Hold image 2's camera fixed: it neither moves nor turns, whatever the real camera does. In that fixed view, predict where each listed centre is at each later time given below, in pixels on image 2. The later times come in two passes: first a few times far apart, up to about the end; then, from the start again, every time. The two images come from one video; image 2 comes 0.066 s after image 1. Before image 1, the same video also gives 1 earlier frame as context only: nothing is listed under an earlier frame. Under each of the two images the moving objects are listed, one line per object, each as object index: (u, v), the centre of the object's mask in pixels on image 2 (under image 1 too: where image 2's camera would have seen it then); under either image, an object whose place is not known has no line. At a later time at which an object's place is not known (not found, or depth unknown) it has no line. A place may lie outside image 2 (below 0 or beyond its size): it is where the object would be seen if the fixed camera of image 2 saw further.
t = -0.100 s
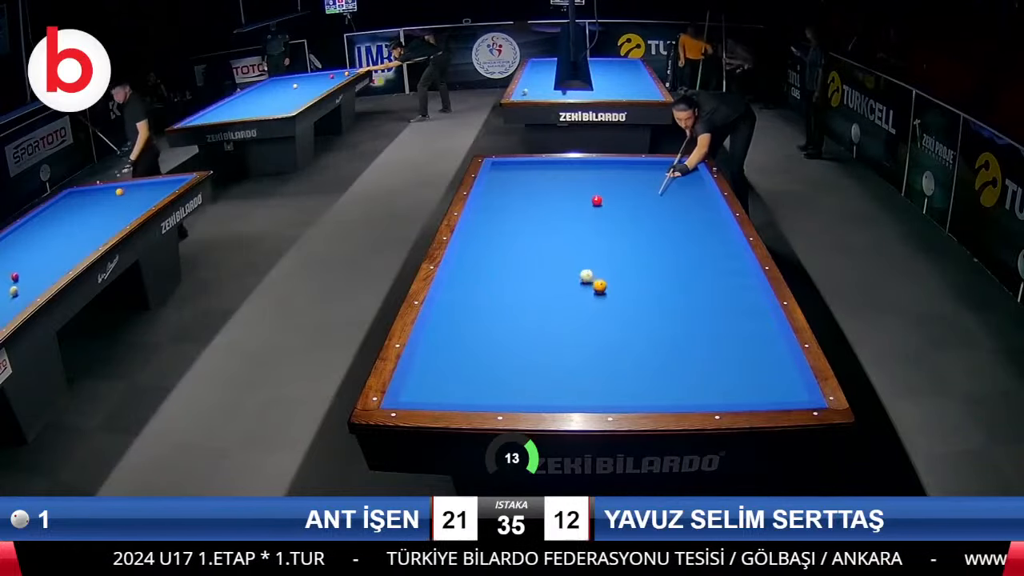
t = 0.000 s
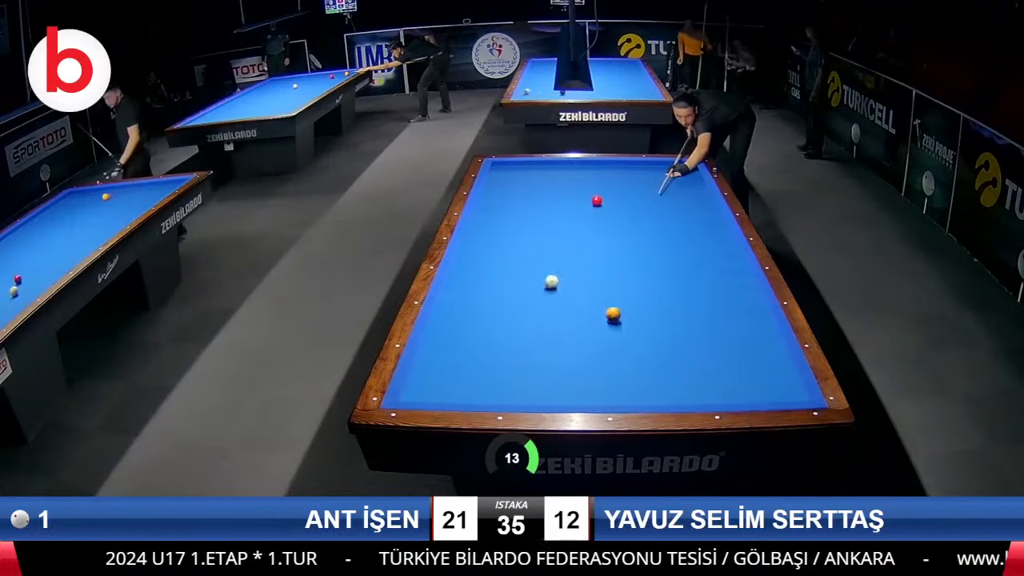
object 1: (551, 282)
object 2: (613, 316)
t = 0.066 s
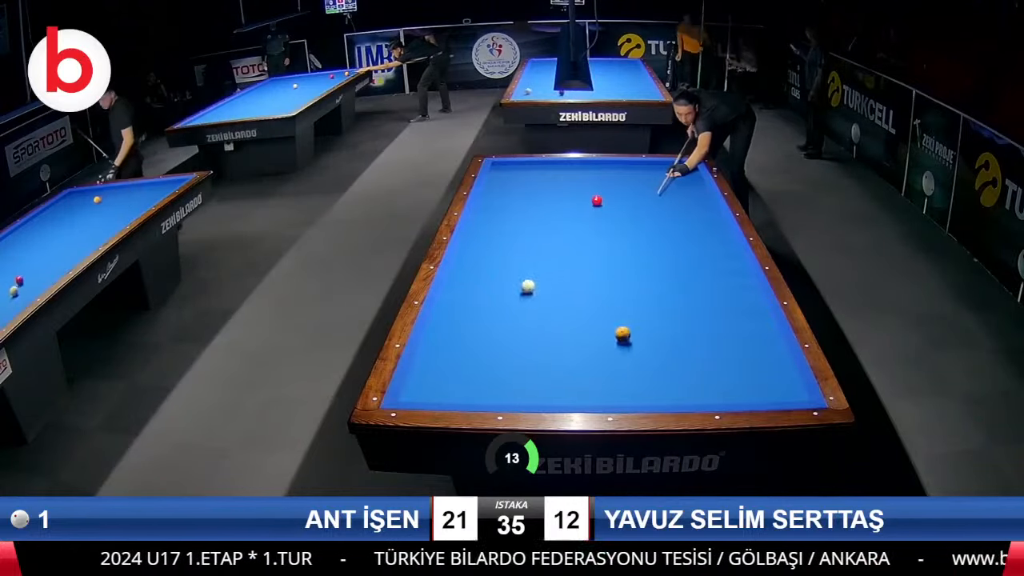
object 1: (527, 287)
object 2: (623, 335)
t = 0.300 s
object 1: (441, 310)
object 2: (655, 396)
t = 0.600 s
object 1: (497, 367)
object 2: (657, 337)
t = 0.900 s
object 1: (568, 379)
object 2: (659, 298)
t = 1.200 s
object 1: (641, 344)
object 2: (661, 267)
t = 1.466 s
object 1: (695, 318)
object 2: (662, 244)
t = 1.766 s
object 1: (746, 294)
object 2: (663, 221)
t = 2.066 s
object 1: (717, 272)
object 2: (664, 203)
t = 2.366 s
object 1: (681, 253)
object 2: (664, 186)
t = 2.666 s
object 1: (649, 236)
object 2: (665, 172)
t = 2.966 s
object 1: (620, 220)
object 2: (666, 164)
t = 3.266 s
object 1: (593, 207)
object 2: (671, 172)
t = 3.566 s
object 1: (569, 195)
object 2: (676, 179)
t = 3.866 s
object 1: (548, 185)
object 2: (681, 187)
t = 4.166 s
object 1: (529, 176)
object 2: (687, 195)
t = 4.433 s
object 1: (514, 168)
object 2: (692, 202)
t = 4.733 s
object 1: (496, 165)
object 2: (697, 211)
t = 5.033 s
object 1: (504, 169)
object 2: (703, 220)
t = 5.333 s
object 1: (513, 174)
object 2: (709, 229)
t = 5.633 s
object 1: (524, 179)
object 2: (715, 238)
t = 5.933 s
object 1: (534, 184)
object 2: (721, 248)
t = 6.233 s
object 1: (544, 189)
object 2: (727, 258)
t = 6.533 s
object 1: (555, 194)
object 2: (733, 268)
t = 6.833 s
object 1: (565, 199)
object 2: (739, 279)
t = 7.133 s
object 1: (576, 204)
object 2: (745, 289)
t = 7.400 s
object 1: (585, 209)
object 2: (750, 299)
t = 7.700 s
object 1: (596, 214)
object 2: (756, 310)
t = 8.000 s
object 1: (607, 220)
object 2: (763, 322)
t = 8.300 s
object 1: (617, 225)
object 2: (768, 334)
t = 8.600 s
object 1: (628, 230)
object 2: (775, 345)
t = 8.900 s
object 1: (638, 235)
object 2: (780, 357)
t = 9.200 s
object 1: (648, 241)
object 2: (786, 369)
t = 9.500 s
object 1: (658, 245)
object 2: (791, 380)
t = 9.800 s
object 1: (667, 251)
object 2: (796, 392)
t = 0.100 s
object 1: (515, 289)
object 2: (627, 344)
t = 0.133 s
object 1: (504, 292)
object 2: (633, 354)
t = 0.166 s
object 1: (492, 295)
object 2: (638, 365)
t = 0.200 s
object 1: (479, 299)
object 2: (643, 376)
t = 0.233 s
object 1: (467, 302)
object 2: (648, 387)
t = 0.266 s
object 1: (454, 306)
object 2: (653, 397)
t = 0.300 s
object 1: (441, 310)
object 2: (655, 396)
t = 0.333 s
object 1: (445, 316)
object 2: (655, 388)
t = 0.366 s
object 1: (453, 322)
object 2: (655, 380)
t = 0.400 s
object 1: (460, 327)
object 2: (655, 373)
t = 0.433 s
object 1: (467, 334)
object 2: (656, 366)
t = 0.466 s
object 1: (473, 340)
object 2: (656, 359)
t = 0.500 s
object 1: (480, 346)
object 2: (656, 353)
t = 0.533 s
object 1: (486, 353)
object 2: (656, 347)
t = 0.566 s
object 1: (492, 359)
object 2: (657, 342)
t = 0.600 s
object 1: (497, 367)
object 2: (657, 337)
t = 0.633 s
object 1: (503, 374)
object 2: (657, 332)
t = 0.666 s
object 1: (509, 381)
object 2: (657, 328)
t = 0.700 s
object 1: (515, 388)
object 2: (658, 323)
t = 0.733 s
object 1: (521, 396)
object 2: (658, 319)
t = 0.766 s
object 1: (529, 398)
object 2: (659, 315)
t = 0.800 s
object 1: (539, 395)
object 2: (659, 310)
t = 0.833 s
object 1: (549, 389)
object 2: (659, 307)
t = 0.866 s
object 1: (558, 384)
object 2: (659, 302)
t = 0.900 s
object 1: (568, 379)
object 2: (659, 298)
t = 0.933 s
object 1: (577, 374)
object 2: (660, 295)
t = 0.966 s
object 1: (585, 369)
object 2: (660, 291)
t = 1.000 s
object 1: (594, 365)
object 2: (660, 287)
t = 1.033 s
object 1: (602, 362)
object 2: (660, 284)
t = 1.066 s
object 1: (610, 358)
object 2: (660, 280)
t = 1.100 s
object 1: (618, 354)
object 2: (661, 277)
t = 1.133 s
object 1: (626, 351)
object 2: (661, 274)
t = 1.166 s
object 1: (634, 347)
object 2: (661, 270)
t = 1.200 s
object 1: (641, 344)
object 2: (661, 267)
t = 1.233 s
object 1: (648, 340)
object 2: (661, 264)
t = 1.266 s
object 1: (655, 337)
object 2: (661, 261)
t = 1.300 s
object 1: (662, 334)
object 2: (662, 258)
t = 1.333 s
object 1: (669, 331)
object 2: (662, 255)
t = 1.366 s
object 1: (676, 328)
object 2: (662, 252)
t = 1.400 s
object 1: (683, 325)
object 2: (662, 249)
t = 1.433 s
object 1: (689, 322)
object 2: (662, 246)
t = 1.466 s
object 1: (695, 318)
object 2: (662, 244)
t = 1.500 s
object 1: (702, 315)
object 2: (662, 241)
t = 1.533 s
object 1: (708, 313)
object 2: (662, 238)
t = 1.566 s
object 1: (714, 310)
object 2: (662, 236)
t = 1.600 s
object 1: (719, 307)
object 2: (663, 233)
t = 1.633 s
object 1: (724, 304)
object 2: (663, 231)
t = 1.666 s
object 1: (730, 302)
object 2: (663, 228)
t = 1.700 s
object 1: (736, 299)
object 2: (663, 226)
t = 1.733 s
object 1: (741, 296)
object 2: (663, 224)
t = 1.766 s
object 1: (746, 294)
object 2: (663, 221)
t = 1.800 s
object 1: (751, 291)
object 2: (663, 219)
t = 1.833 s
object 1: (751, 289)
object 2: (663, 217)
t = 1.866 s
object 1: (745, 286)
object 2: (663, 215)
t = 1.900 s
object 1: (740, 284)
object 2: (663, 213)
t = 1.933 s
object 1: (735, 281)
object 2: (663, 210)
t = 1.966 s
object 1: (730, 279)
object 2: (663, 209)
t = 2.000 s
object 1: (725, 277)
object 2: (664, 206)
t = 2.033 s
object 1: (721, 274)
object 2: (664, 205)
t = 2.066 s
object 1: (717, 272)
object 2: (664, 203)
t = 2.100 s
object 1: (713, 270)
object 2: (664, 201)
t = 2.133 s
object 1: (708, 267)
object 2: (664, 199)
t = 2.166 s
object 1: (705, 265)
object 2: (664, 197)
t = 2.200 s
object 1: (701, 263)
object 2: (664, 195)
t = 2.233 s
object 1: (697, 261)
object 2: (664, 193)
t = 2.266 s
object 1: (693, 259)
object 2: (664, 191)
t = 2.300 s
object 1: (689, 257)
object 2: (664, 190)
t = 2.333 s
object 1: (685, 255)
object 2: (664, 188)
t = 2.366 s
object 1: (681, 253)
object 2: (664, 186)
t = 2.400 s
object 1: (677, 251)
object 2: (664, 185)
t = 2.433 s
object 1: (673, 249)
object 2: (664, 183)
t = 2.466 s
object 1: (670, 247)
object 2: (664, 181)
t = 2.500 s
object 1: (666, 245)
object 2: (664, 180)
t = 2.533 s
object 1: (662, 243)
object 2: (665, 178)
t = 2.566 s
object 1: (659, 241)
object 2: (665, 177)
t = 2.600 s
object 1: (655, 239)
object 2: (665, 175)
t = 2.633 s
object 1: (652, 237)
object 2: (665, 174)
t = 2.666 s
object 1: (649, 236)
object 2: (665, 172)
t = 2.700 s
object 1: (645, 234)
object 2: (665, 171)
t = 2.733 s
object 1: (641, 232)
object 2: (665, 169)
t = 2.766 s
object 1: (638, 230)
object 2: (665, 168)
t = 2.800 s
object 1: (635, 229)
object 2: (665, 167)
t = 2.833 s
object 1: (632, 227)
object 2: (665, 165)
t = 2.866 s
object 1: (629, 225)
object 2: (665, 164)
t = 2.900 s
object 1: (625, 224)
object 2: (665, 163)
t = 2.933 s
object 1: (622, 222)
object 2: (665, 163)
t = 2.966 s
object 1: (620, 220)
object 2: (666, 164)
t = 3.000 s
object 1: (616, 219)
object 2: (667, 165)
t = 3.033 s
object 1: (613, 217)
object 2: (667, 166)
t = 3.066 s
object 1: (610, 216)
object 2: (668, 167)
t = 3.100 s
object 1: (607, 214)
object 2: (668, 168)
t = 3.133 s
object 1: (605, 213)
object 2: (669, 168)
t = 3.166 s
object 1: (601, 211)
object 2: (670, 169)
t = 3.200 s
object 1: (599, 210)
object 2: (670, 170)
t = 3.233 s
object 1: (596, 208)
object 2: (670, 171)
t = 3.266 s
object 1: (593, 207)
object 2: (671, 172)
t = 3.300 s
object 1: (590, 205)
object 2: (672, 172)
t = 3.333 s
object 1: (587, 204)
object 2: (672, 173)
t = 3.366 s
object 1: (585, 203)
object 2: (673, 174)
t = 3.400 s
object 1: (582, 201)
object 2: (674, 175)
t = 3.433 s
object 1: (580, 200)
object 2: (674, 176)
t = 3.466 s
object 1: (577, 199)
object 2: (674, 177)
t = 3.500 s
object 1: (574, 198)
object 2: (675, 177)
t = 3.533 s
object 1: (572, 196)
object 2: (676, 178)
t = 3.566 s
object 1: (569, 195)
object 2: (676, 179)
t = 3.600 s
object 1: (567, 194)
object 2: (677, 180)
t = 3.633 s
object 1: (565, 193)
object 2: (677, 181)
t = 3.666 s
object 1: (562, 191)
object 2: (678, 182)
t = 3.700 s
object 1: (560, 190)
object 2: (679, 182)
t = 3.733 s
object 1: (557, 189)
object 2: (679, 184)
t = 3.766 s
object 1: (555, 188)
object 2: (680, 184)
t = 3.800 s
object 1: (553, 187)
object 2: (680, 185)
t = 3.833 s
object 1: (551, 186)
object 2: (681, 186)
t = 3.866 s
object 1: (548, 185)
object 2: (681, 187)
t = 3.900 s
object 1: (546, 184)
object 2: (682, 188)
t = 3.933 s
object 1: (544, 183)
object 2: (683, 189)
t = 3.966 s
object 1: (542, 181)
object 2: (683, 190)
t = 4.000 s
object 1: (540, 180)
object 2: (684, 190)
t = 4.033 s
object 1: (538, 179)
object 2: (684, 191)
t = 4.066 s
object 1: (535, 178)
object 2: (685, 192)
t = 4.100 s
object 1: (533, 177)
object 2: (686, 193)
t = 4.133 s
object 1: (531, 176)
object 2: (686, 194)
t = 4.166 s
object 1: (529, 176)
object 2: (687, 195)
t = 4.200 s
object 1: (527, 174)
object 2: (687, 196)
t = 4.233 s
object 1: (525, 173)
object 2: (688, 197)
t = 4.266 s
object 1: (523, 172)
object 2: (689, 198)
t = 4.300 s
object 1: (521, 172)
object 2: (689, 199)
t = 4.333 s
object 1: (519, 171)
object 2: (690, 199)
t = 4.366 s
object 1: (517, 170)
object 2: (690, 200)
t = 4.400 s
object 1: (516, 169)
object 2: (691, 201)
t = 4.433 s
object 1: (514, 168)
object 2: (692, 202)
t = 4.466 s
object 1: (512, 167)
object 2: (692, 203)
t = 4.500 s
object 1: (510, 166)
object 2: (693, 204)
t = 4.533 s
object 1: (508, 165)
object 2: (693, 205)
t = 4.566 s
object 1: (506, 164)
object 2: (694, 206)
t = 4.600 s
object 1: (505, 163)
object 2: (695, 207)
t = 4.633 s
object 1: (503, 163)
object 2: (695, 208)
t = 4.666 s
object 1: (501, 163)
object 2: (696, 209)
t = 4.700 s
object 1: (498, 164)
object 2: (697, 210)
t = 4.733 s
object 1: (496, 165)
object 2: (697, 211)
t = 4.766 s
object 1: (495, 165)
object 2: (698, 212)
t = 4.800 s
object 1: (496, 166)
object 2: (698, 213)
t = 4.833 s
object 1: (497, 166)
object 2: (699, 214)
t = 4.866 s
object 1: (498, 166)
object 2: (700, 215)
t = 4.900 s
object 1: (499, 167)
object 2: (700, 216)
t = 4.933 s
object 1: (500, 167)
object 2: (701, 217)
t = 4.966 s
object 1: (501, 168)
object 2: (702, 217)
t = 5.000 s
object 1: (502, 169)
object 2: (702, 219)
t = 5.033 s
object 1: (504, 169)
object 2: (703, 220)
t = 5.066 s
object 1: (505, 170)
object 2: (703, 221)
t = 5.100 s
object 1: (506, 170)
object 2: (704, 221)
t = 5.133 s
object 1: (507, 171)
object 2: (705, 223)
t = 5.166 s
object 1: (508, 171)
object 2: (705, 224)
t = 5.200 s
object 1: (509, 172)
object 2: (706, 224)
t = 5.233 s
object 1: (510, 172)
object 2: (707, 225)
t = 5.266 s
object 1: (511, 173)
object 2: (707, 227)
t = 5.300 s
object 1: (512, 173)
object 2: (708, 228)
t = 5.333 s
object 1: (513, 174)
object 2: (709, 229)
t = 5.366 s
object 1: (515, 174)
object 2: (709, 230)
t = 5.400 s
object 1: (516, 175)
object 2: (710, 231)
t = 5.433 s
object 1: (517, 176)
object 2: (711, 232)
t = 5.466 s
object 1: (518, 176)
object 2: (711, 233)
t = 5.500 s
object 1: (519, 177)
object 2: (712, 234)
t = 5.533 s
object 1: (520, 177)
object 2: (713, 235)
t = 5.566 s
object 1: (521, 178)
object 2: (713, 236)
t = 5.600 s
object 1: (523, 178)
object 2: (714, 237)
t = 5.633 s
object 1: (524, 179)
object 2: (715, 238)
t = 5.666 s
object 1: (525, 179)
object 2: (716, 239)
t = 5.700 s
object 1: (526, 180)
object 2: (716, 240)
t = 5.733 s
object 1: (527, 180)
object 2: (717, 241)
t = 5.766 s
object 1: (528, 181)
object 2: (718, 242)
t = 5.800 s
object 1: (529, 181)
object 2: (718, 243)
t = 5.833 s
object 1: (531, 182)
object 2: (719, 245)
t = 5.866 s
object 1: (532, 182)
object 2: (720, 246)
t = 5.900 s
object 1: (533, 183)
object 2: (720, 247)
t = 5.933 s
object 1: (534, 184)
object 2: (721, 248)
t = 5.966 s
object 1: (535, 184)
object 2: (722, 249)
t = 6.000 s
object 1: (536, 185)
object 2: (723, 250)
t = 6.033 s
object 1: (537, 185)
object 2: (723, 251)
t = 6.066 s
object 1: (539, 186)
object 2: (724, 252)
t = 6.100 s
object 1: (540, 186)
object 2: (725, 253)
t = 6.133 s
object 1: (541, 187)
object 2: (725, 255)
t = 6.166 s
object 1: (542, 188)
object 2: (726, 255)
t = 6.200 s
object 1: (543, 188)
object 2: (727, 257)
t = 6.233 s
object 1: (544, 189)
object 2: (727, 258)
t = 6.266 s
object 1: (545, 189)
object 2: (728, 259)
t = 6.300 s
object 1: (546, 190)
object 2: (729, 260)
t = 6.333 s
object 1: (548, 190)
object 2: (729, 262)
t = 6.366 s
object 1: (549, 191)
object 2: (730, 262)
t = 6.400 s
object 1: (550, 191)
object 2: (730, 264)
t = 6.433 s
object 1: (551, 192)
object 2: (731, 265)
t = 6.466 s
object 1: (552, 193)
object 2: (732, 266)
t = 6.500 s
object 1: (553, 193)
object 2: (733, 267)
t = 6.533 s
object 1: (555, 194)
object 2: (733, 268)
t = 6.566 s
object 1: (556, 194)
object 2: (734, 269)
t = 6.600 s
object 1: (557, 195)
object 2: (734, 270)
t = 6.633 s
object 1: (558, 196)
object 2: (735, 272)
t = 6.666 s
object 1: (559, 196)
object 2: (736, 273)
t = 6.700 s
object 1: (560, 197)
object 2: (736, 274)
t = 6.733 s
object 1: (562, 197)
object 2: (737, 275)
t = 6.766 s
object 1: (563, 198)
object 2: (738, 276)
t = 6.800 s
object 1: (564, 198)
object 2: (738, 278)
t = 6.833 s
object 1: (565, 199)
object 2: (739, 279)
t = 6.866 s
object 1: (566, 199)
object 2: (740, 280)
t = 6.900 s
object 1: (568, 200)
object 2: (740, 281)
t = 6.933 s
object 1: (569, 201)
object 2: (741, 282)
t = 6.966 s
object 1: (570, 201)
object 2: (742, 284)
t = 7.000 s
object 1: (571, 202)
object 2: (742, 285)
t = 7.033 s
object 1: (572, 202)
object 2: (743, 286)
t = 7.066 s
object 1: (574, 203)
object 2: (744, 287)
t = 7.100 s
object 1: (575, 204)
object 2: (744, 288)
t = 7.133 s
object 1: (576, 204)
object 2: (745, 289)
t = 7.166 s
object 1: (577, 205)
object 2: (745, 291)
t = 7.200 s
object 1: (578, 205)
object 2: (746, 292)
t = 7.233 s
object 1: (579, 206)
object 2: (747, 293)
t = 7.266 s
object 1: (581, 206)
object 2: (747, 294)
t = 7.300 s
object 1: (582, 207)
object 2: (748, 296)
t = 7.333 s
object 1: (583, 207)
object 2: (749, 297)
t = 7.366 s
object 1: (584, 208)
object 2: (750, 298)
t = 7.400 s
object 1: (585, 209)
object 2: (750, 299)
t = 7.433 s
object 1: (586, 209)
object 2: (751, 300)
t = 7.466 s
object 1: (588, 210)
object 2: (752, 302)
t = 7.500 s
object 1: (589, 211)
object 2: (752, 303)
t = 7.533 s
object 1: (590, 211)
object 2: (753, 304)
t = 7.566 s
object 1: (591, 212)
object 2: (753, 306)
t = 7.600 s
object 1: (592, 212)
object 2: (754, 307)
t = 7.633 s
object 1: (594, 213)
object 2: (755, 308)
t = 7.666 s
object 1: (595, 214)
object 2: (756, 309)
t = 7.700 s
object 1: (596, 214)
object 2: (756, 310)
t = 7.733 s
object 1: (597, 214)
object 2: (757, 312)
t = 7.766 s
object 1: (598, 215)
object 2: (758, 313)
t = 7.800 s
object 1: (599, 216)
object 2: (758, 314)
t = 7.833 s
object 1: (601, 217)
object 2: (759, 316)
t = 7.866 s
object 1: (602, 217)
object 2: (760, 317)
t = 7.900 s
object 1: (603, 218)
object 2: (761, 318)
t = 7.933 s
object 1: (604, 218)
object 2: (761, 319)
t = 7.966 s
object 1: (606, 219)
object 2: (762, 321)
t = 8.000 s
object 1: (607, 220)
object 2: (763, 322)
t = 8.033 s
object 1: (608, 220)
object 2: (763, 324)
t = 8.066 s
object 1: (609, 221)
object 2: (764, 325)
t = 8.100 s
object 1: (610, 221)
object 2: (765, 326)
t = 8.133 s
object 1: (611, 222)
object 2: (765, 327)
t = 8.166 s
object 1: (613, 222)
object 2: (766, 329)
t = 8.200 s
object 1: (614, 223)
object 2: (767, 330)
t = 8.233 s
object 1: (615, 223)
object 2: (767, 331)
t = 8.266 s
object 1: (616, 224)
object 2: (768, 332)
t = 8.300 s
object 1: (617, 225)
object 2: (768, 334)
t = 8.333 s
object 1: (618, 225)
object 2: (769, 335)
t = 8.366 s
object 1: (620, 226)
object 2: (770, 336)
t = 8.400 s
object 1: (621, 227)
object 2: (771, 337)
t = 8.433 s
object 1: (622, 227)
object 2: (771, 339)
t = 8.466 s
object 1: (623, 228)
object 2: (772, 340)
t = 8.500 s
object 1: (624, 228)
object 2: (773, 341)
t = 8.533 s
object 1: (625, 229)
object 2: (773, 343)
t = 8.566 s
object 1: (626, 229)
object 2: (774, 344)
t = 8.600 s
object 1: (628, 230)
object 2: (775, 345)
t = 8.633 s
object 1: (629, 231)
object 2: (775, 347)
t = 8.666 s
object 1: (630, 231)
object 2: (776, 348)
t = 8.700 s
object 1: (631, 232)
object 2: (777, 349)
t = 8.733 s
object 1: (632, 232)
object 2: (777, 351)
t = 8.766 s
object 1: (633, 233)
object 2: (778, 352)
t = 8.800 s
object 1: (634, 234)
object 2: (779, 353)
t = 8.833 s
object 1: (636, 234)
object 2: (779, 354)
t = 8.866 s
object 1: (637, 235)
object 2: (780, 356)
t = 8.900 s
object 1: (638, 235)
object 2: (780, 357)
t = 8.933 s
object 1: (639, 236)
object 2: (781, 358)
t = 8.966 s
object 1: (640, 236)
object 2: (782, 360)
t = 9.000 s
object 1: (641, 237)
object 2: (782, 361)
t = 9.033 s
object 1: (642, 238)
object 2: (783, 362)
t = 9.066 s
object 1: (643, 238)
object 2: (783, 364)
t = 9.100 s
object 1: (645, 239)
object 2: (784, 365)
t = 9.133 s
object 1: (646, 239)
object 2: (785, 366)
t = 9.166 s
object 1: (647, 240)
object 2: (785, 368)
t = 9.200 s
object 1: (648, 241)
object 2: (786, 369)
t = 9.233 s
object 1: (649, 241)
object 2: (786, 370)
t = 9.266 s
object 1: (650, 242)
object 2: (787, 371)
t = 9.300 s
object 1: (651, 242)
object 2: (788, 373)
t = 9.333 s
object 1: (652, 243)
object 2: (788, 374)
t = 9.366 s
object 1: (653, 243)
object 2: (789, 375)
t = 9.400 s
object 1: (655, 244)
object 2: (789, 377)
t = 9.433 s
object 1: (655, 244)
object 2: (790, 378)
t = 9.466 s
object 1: (657, 245)
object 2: (790, 379)
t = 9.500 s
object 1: (658, 245)
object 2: (791, 380)
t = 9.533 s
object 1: (659, 246)
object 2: (791, 382)
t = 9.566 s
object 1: (660, 247)
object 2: (792, 383)
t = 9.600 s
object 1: (661, 247)
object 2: (793, 385)
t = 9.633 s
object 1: (662, 248)
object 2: (793, 386)
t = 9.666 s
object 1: (663, 248)
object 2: (794, 387)
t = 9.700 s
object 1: (664, 249)
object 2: (794, 388)
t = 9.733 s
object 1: (665, 250)
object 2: (795, 389)
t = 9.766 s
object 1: (666, 250)
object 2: (795, 390)
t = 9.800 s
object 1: (667, 251)
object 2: (796, 392)
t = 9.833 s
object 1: (668, 251)
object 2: (796, 393)
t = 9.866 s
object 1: (669, 252)
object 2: (797, 393)
